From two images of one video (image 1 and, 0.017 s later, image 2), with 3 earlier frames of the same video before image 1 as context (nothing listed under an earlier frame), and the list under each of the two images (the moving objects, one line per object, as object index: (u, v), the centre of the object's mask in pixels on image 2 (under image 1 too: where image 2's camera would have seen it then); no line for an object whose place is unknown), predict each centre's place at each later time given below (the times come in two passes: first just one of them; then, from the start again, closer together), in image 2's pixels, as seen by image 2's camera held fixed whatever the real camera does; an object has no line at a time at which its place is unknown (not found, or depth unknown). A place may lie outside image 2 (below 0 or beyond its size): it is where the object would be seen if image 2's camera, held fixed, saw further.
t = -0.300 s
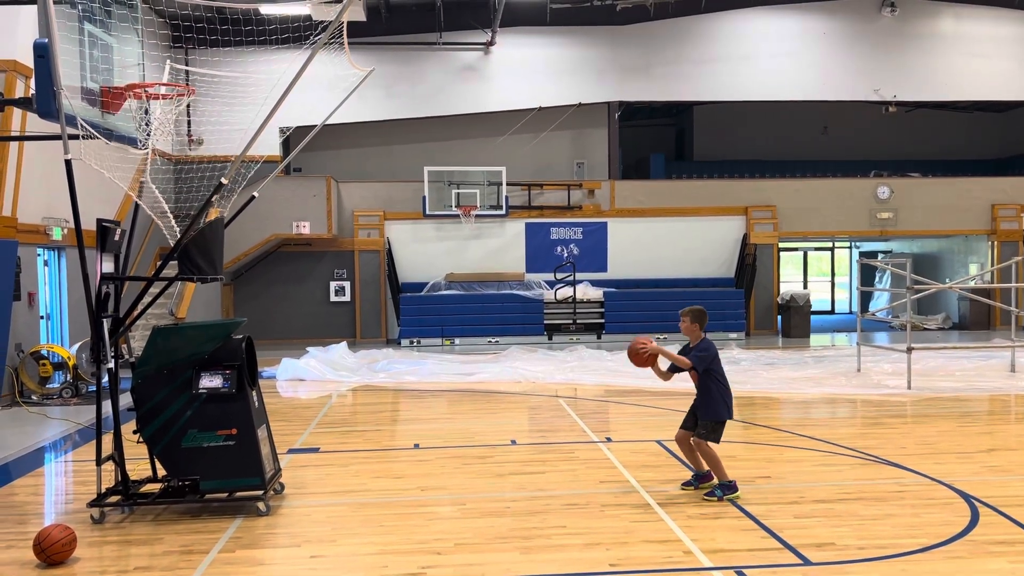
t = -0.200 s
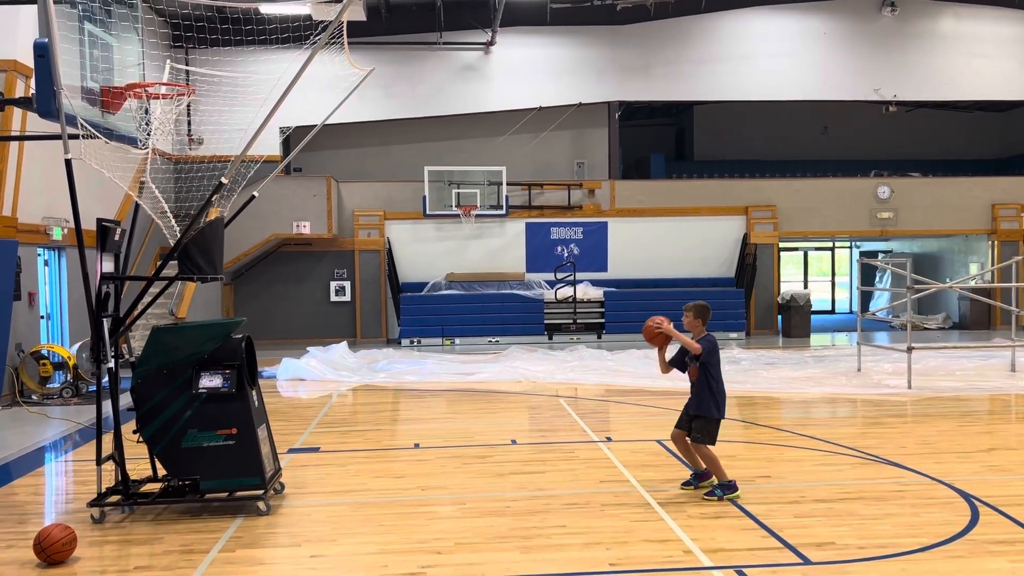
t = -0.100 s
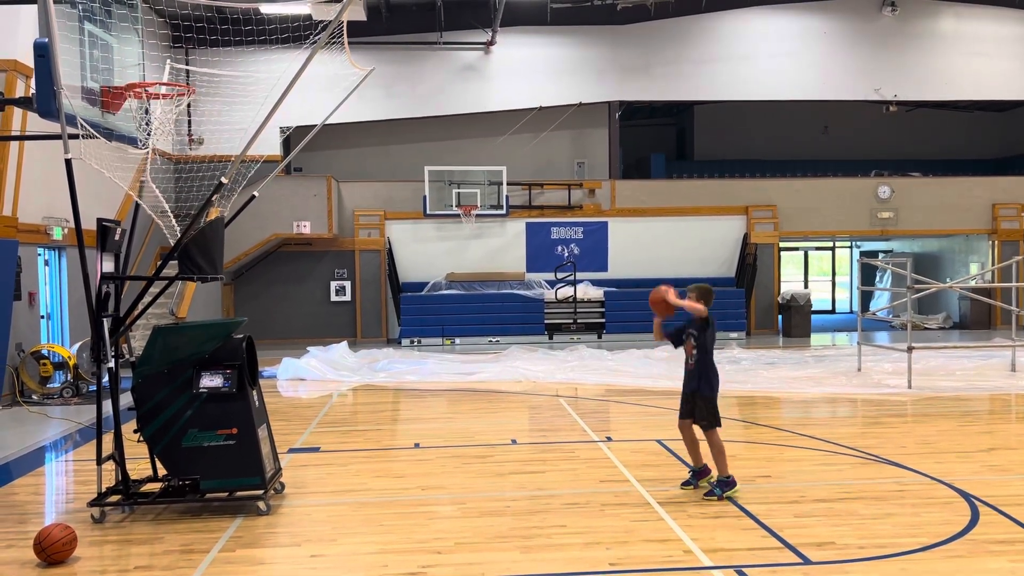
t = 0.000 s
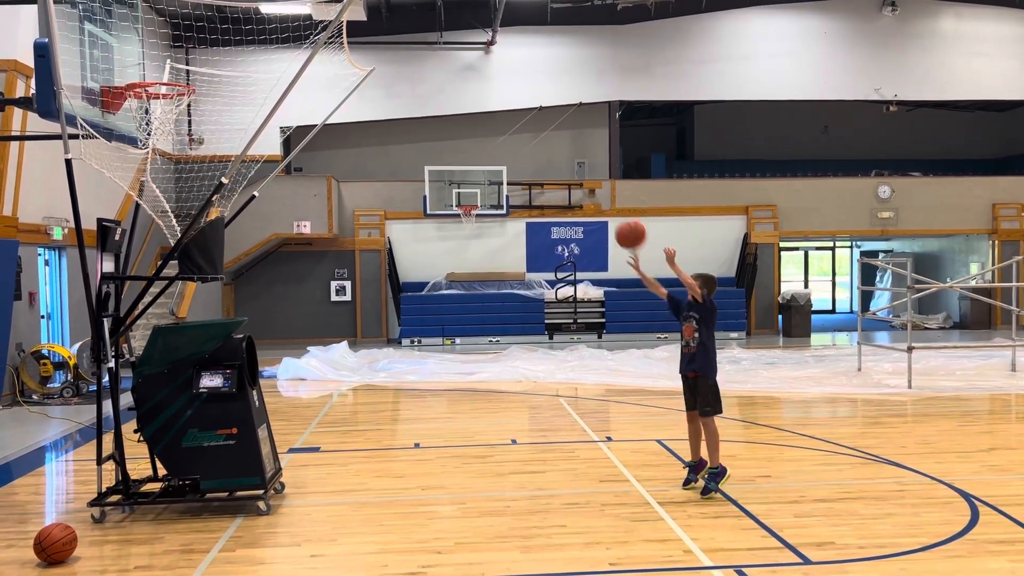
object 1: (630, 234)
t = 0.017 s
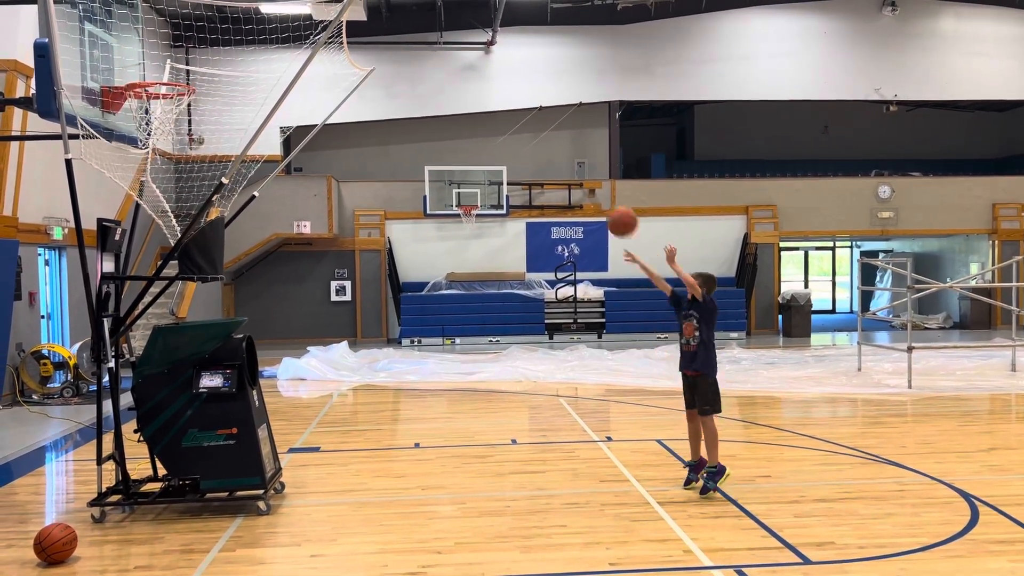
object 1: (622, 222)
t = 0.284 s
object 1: (489, 68)
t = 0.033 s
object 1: (615, 210)
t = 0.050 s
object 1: (606, 199)
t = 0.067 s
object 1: (598, 186)
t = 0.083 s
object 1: (590, 175)
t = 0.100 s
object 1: (581, 164)
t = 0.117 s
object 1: (573, 154)
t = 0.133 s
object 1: (564, 144)
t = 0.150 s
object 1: (556, 134)
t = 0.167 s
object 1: (548, 125)
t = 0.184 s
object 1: (540, 116)
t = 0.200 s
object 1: (531, 107)
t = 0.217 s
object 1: (523, 98)
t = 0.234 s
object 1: (514, 90)
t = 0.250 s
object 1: (506, 82)
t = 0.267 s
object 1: (497, 75)
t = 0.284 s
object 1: (489, 68)
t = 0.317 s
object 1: (473, 56)
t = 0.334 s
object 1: (464, 50)
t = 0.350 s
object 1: (456, 43)
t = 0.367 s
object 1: (448, 38)
